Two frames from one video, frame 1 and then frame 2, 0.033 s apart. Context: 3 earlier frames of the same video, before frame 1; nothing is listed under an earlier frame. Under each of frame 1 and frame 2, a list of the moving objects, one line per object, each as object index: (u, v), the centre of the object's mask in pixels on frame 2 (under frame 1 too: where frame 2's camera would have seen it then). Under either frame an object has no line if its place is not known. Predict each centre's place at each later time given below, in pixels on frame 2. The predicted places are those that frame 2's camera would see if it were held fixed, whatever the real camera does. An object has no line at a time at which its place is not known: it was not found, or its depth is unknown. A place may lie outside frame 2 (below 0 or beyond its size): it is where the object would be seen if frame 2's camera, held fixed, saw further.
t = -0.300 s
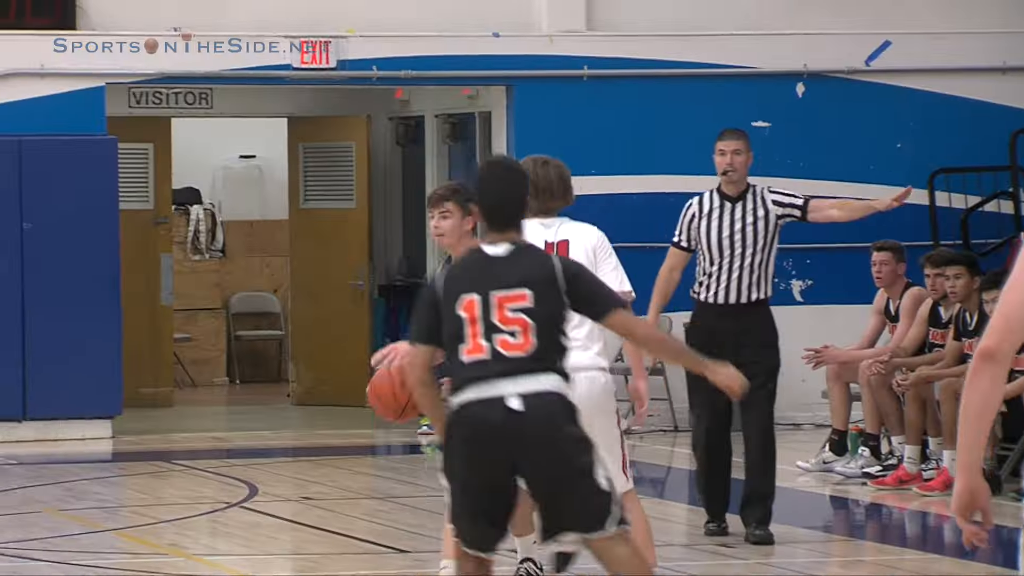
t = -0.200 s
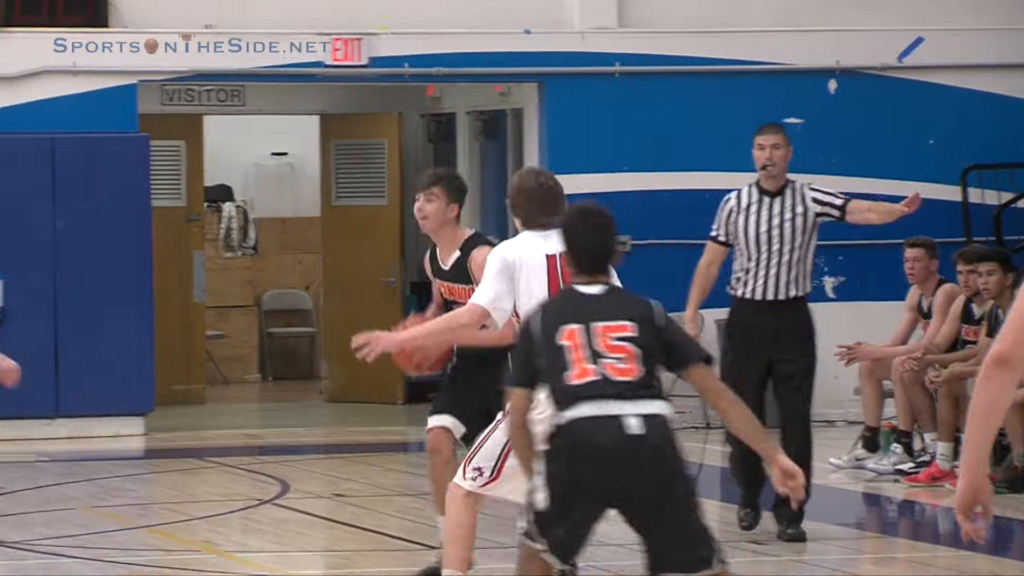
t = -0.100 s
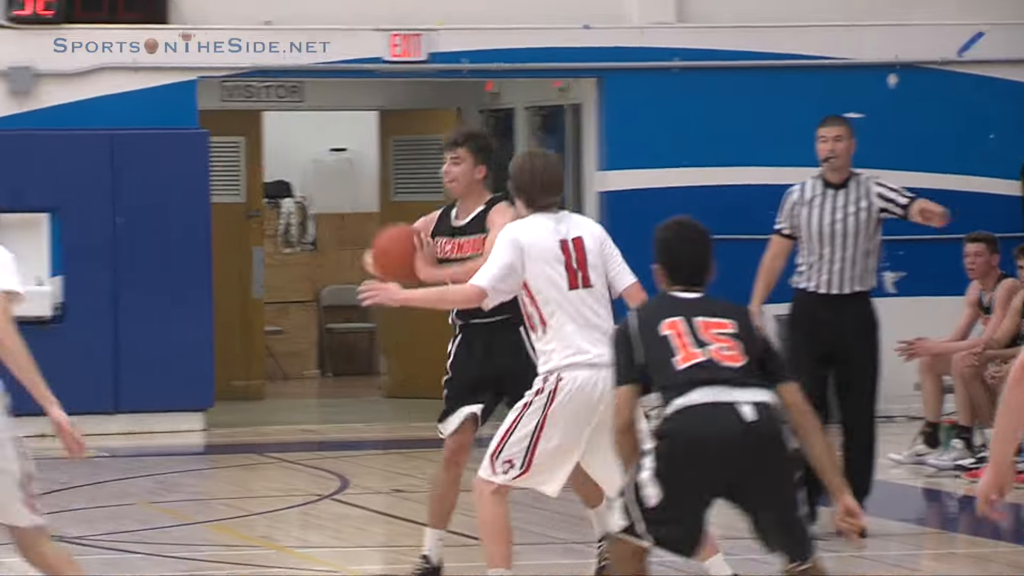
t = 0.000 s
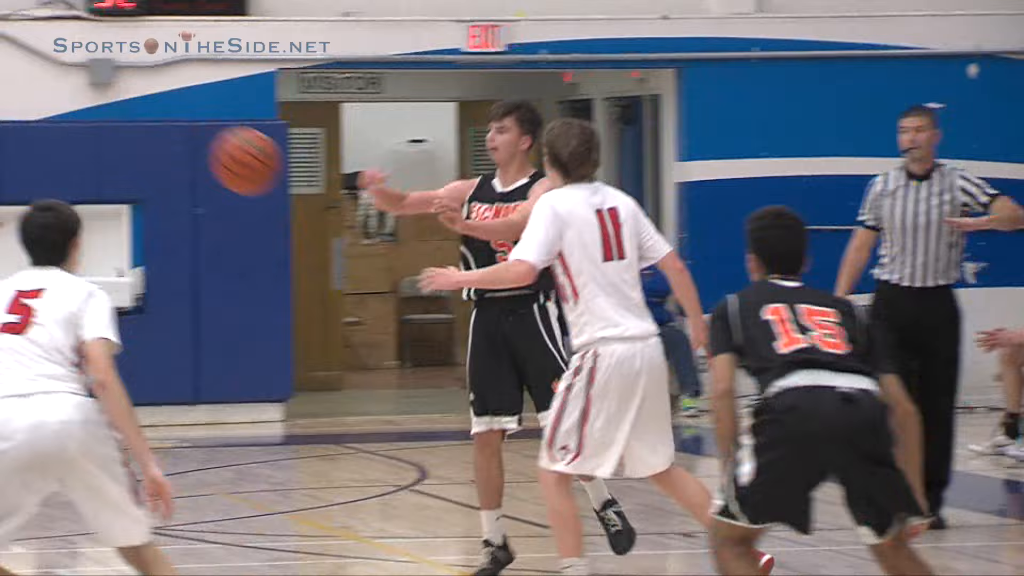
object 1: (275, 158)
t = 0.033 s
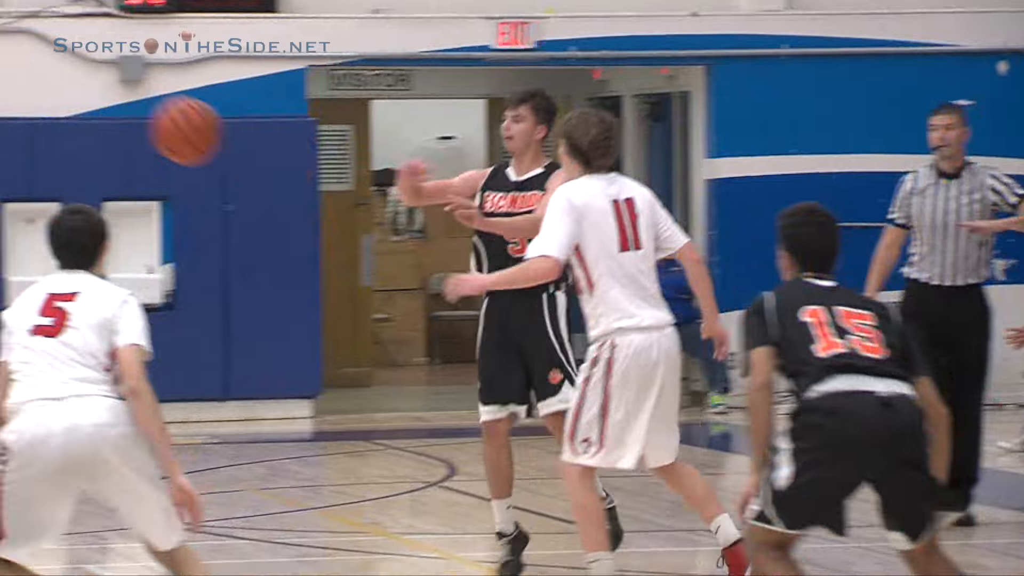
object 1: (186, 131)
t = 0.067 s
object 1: (94, 105)
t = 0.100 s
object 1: (-5, 79)
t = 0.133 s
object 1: (-110, 53)
